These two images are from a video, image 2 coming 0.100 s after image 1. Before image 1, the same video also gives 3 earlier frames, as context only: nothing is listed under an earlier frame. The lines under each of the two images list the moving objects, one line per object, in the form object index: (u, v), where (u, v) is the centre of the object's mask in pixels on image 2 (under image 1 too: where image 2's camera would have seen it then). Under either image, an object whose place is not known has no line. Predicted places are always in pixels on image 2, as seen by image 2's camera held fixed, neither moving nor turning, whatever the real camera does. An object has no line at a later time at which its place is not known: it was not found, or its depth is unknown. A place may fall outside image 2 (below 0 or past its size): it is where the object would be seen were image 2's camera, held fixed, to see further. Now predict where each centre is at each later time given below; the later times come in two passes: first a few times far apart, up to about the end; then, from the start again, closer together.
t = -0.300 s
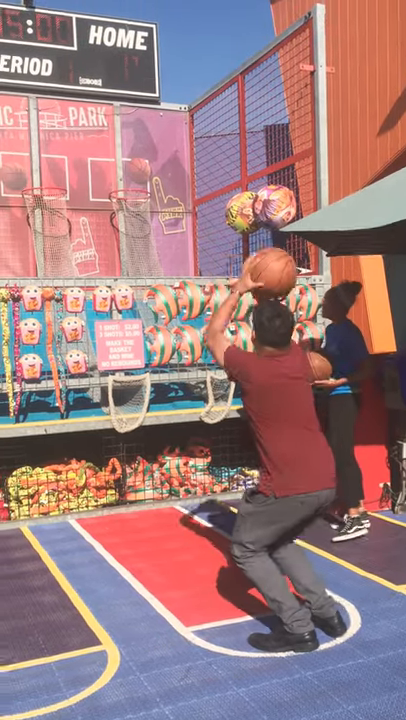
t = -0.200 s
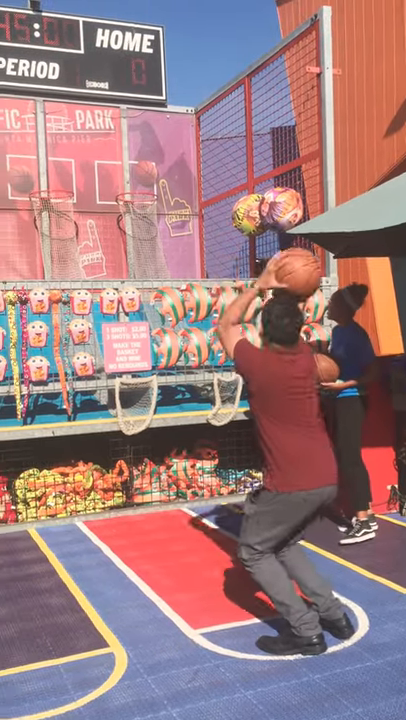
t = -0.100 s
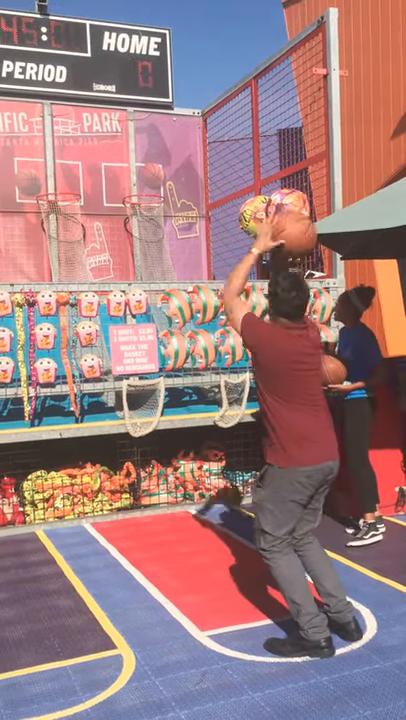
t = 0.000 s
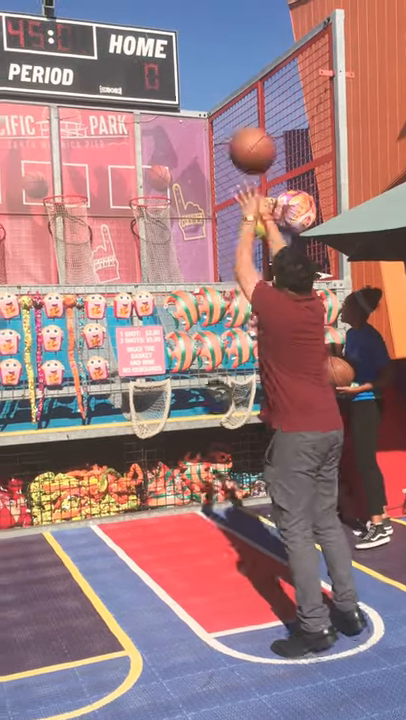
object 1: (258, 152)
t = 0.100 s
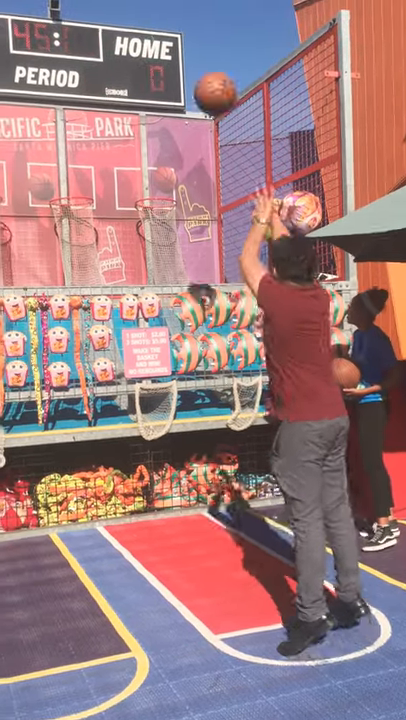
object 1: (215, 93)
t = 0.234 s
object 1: (173, 57)
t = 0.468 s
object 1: (124, 65)
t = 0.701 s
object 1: (93, 125)
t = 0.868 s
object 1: (79, 188)
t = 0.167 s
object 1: (192, 70)
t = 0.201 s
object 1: (183, 62)
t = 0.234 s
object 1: (173, 57)
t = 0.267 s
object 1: (164, 53)
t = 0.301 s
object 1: (156, 52)
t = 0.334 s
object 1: (149, 51)
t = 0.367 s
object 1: (142, 51)
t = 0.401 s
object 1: (134, 55)
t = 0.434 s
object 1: (129, 60)
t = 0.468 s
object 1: (124, 65)
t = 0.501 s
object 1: (118, 69)
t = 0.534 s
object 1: (113, 77)
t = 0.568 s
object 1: (108, 86)
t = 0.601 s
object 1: (104, 94)
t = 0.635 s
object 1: (99, 104)
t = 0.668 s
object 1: (96, 114)
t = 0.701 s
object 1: (93, 125)
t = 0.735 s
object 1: (89, 138)
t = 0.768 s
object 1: (87, 149)
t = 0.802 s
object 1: (84, 163)
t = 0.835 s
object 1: (81, 175)
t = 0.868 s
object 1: (79, 188)
